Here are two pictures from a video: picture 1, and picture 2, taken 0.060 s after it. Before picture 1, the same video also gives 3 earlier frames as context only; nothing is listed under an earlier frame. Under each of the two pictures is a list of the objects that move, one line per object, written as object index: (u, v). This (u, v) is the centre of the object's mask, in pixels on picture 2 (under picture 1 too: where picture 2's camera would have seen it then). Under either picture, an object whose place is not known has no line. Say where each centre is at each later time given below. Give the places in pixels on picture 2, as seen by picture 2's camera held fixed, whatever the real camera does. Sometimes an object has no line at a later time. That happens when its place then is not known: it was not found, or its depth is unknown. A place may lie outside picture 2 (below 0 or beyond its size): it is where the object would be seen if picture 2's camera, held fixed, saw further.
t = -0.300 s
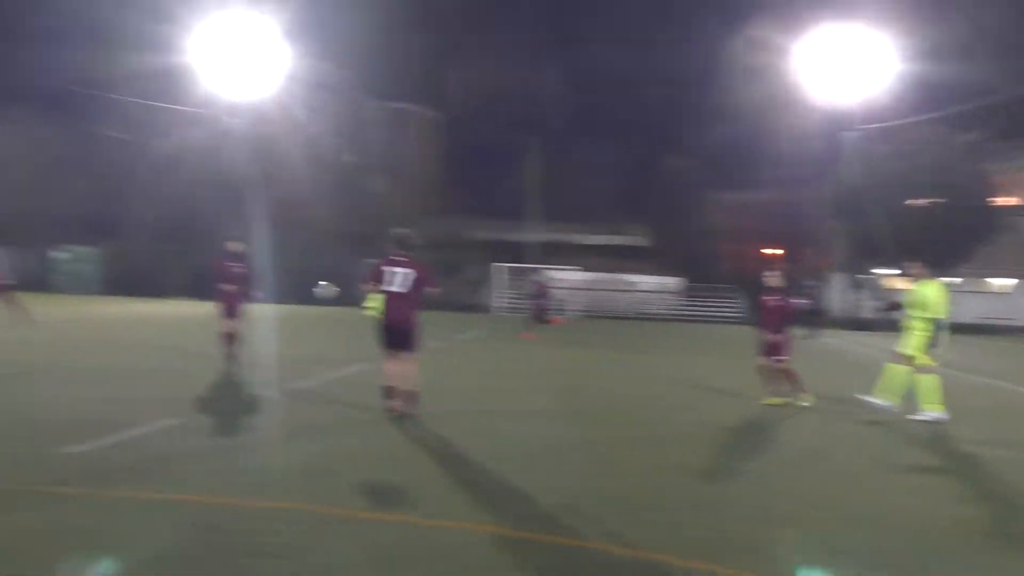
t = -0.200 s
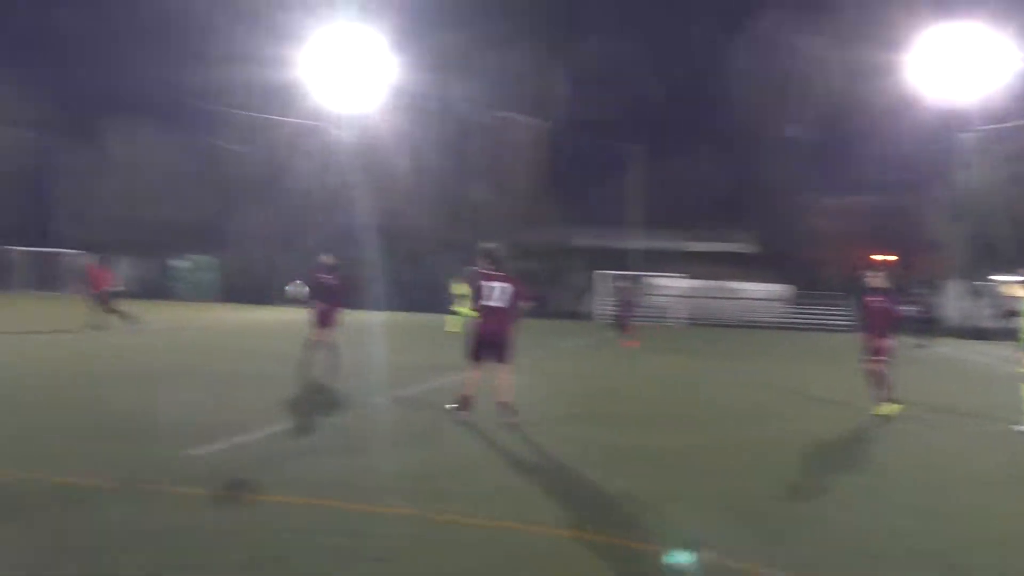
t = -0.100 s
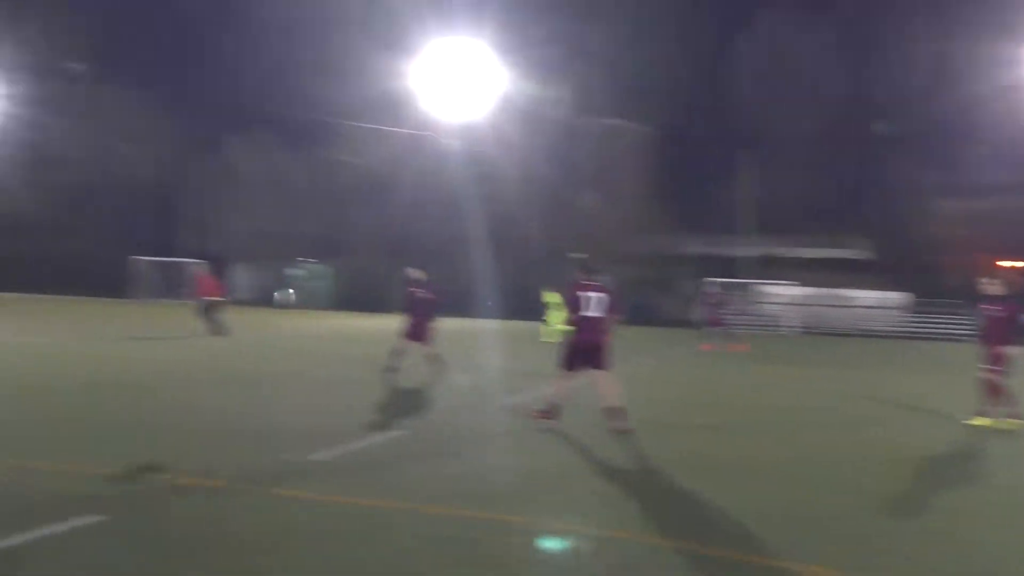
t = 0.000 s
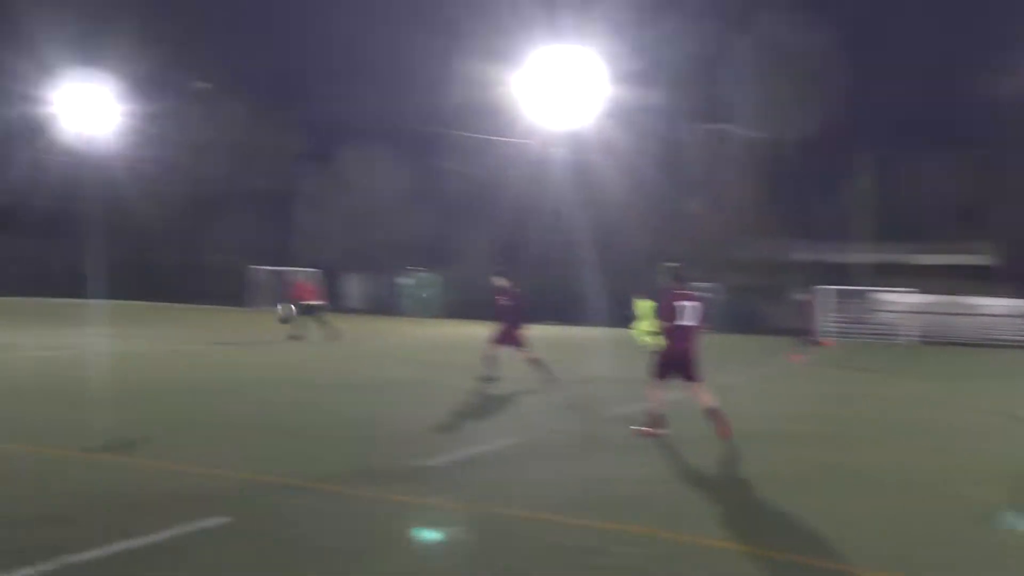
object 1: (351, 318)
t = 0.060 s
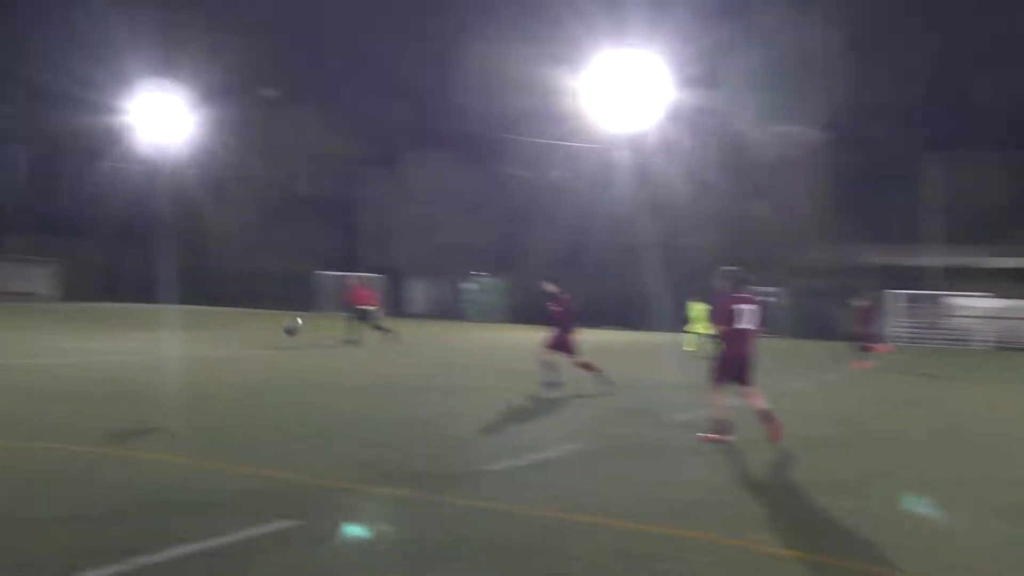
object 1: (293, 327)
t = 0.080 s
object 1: (273, 329)
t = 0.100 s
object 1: (255, 331)
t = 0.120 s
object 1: (237, 334)
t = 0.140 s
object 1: (219, 337)
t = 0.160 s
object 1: (203, 341)
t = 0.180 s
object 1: (187, 347)
